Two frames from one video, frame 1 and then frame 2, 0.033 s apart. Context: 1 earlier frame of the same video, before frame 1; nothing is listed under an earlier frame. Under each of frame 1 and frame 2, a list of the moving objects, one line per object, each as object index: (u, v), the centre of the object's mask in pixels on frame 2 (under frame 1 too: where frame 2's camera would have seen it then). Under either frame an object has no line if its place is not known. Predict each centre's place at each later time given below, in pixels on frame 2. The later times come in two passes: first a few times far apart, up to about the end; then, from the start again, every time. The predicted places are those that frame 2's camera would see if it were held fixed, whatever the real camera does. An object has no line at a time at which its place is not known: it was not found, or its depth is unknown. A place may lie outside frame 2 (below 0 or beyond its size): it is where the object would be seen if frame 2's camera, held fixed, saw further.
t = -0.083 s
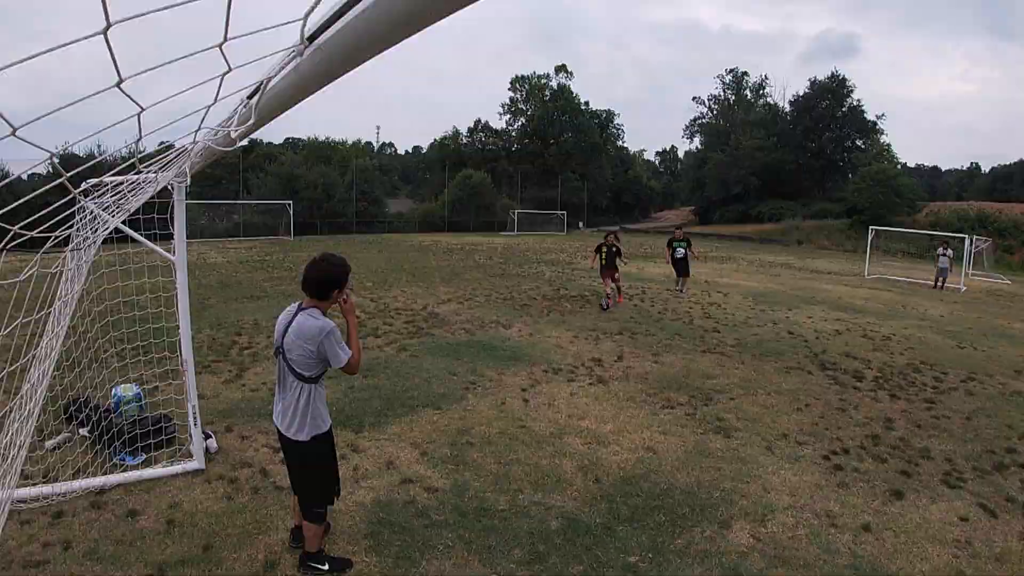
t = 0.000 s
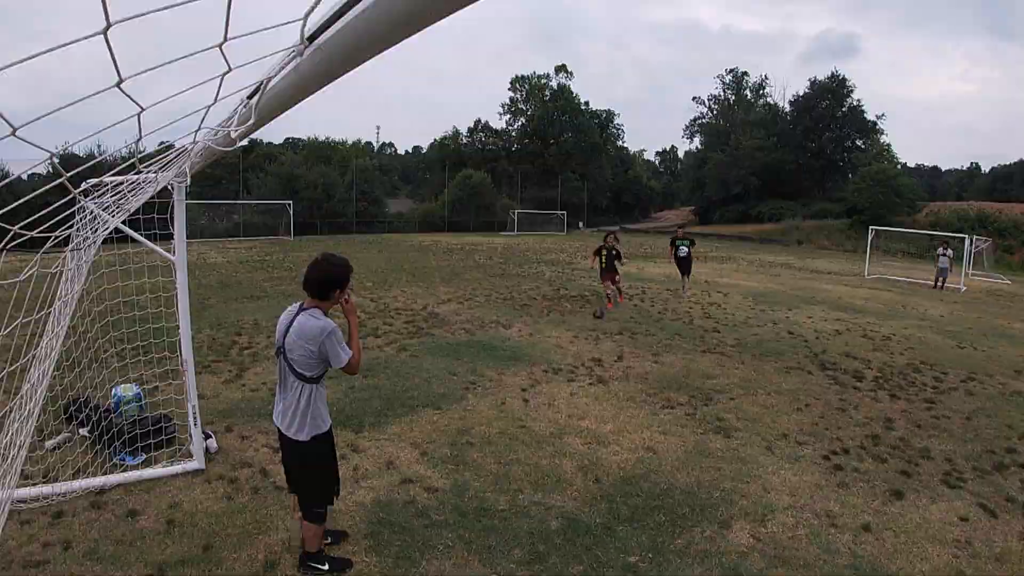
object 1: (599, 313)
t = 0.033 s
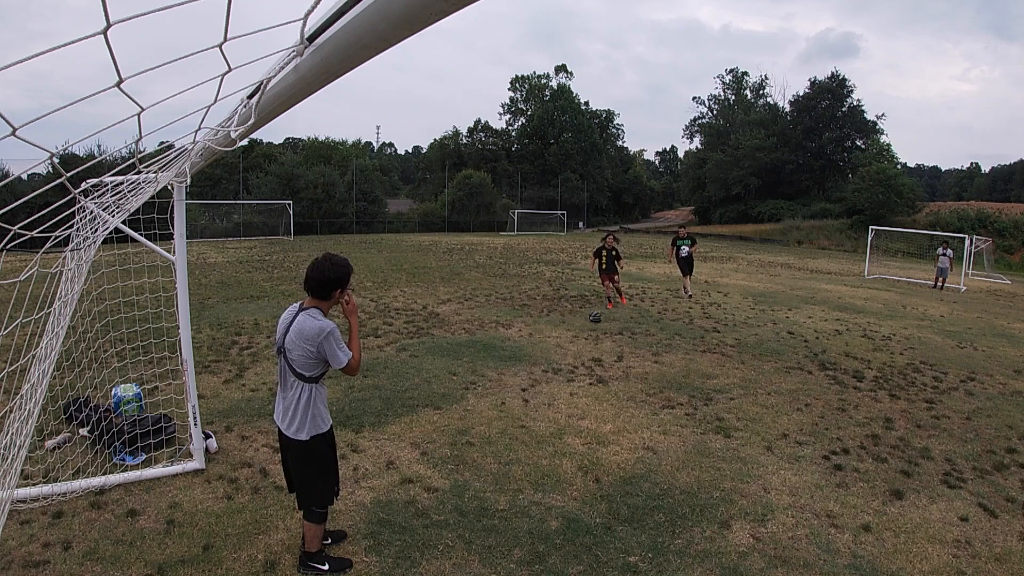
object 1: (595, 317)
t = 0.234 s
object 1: (579, 331)
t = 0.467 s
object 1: (555, 357)
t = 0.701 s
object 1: (525, 393)
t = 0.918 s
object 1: (489, 441)
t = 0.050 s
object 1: (594, 318)
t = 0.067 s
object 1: (593, 318)
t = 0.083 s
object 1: (592, 318)
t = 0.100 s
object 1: (591, 319)
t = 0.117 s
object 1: (590, 320)
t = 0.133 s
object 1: (588, 320)
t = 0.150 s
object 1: (587, 321)
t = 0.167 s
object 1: (586, 323)
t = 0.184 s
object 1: (584, 325)
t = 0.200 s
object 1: (582, 327)
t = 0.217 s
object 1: (581, 329)
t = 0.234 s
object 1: (579, 331)
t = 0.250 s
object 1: (578, 333)
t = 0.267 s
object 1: (576, 337)
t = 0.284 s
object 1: (575, 340)
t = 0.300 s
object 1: (572, 343)
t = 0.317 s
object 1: (571, 345)
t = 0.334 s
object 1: (569, 346)
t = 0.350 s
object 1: (567, 346)
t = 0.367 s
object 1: (566, 347)
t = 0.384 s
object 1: (564, 348)
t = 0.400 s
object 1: (563, 349)
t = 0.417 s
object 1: (561, 350)
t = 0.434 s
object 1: (559, 352)
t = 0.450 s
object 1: (557, 354)
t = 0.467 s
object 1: (555, 357)
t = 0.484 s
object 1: (553, 359)
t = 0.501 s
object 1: (551, 361)
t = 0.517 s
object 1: (549, 365)
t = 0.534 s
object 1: (547, 368)
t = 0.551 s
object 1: (544, 372)
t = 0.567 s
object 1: (542, 376)
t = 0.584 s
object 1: (539, 381)
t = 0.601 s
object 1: (537, 383)
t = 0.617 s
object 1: (536, 384)
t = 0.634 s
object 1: (533, 386)
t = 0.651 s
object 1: (531, 387)
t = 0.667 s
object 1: (529, 388)
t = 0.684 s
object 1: (527, 390)
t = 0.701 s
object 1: (525, 393)
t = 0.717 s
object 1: (523, 395)
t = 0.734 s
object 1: (520, 398)
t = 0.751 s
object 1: (518, 402)
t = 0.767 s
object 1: (515, 406)
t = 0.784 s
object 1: (512, 410)
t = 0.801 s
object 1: (509, 415)
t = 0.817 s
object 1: (507, 420)
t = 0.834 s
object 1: (504, 424)
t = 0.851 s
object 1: (501, 427)
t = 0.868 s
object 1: (498, 429)
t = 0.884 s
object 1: (495, 433)
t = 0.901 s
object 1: (492, 436)
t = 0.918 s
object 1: (489, 441)
